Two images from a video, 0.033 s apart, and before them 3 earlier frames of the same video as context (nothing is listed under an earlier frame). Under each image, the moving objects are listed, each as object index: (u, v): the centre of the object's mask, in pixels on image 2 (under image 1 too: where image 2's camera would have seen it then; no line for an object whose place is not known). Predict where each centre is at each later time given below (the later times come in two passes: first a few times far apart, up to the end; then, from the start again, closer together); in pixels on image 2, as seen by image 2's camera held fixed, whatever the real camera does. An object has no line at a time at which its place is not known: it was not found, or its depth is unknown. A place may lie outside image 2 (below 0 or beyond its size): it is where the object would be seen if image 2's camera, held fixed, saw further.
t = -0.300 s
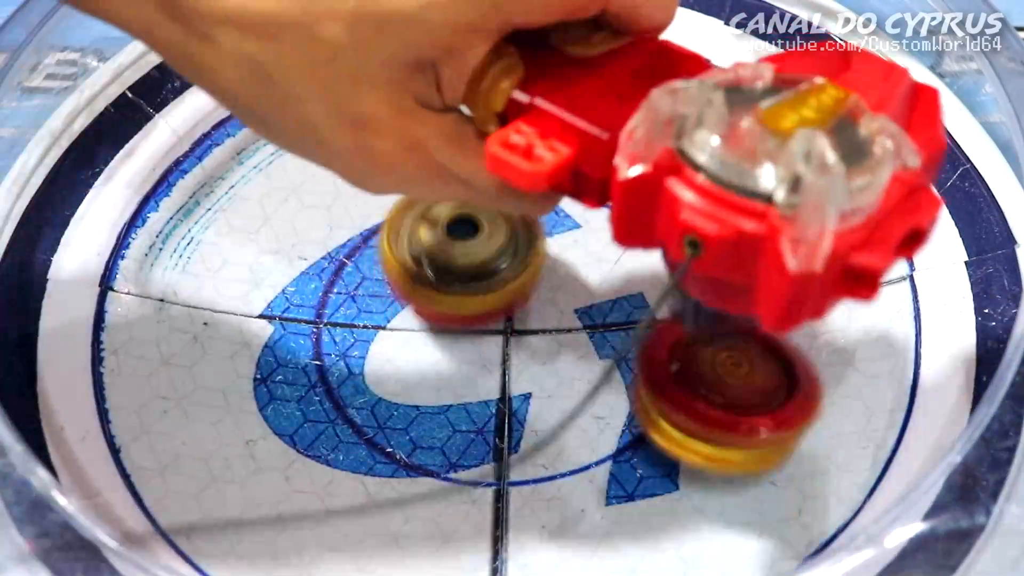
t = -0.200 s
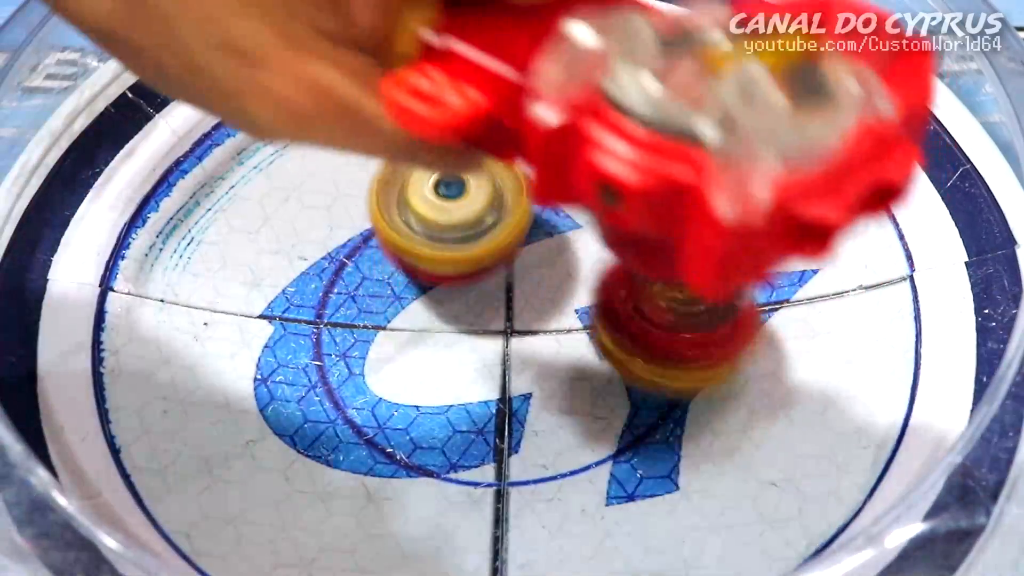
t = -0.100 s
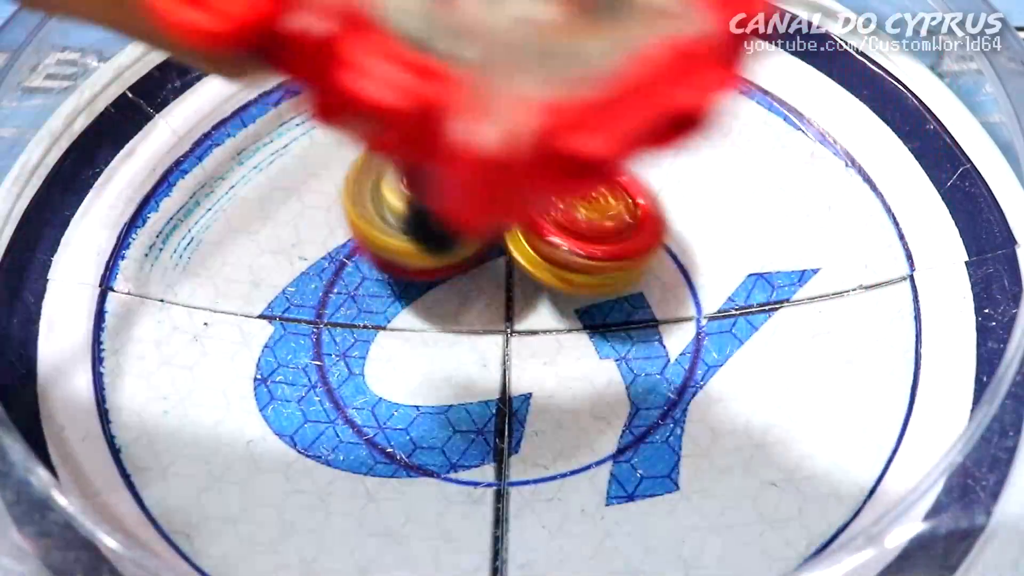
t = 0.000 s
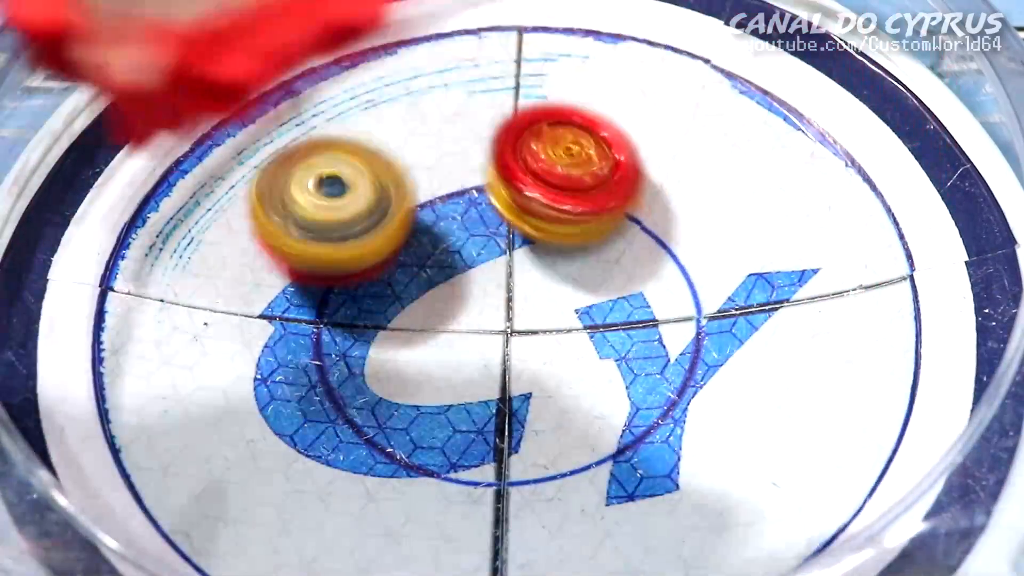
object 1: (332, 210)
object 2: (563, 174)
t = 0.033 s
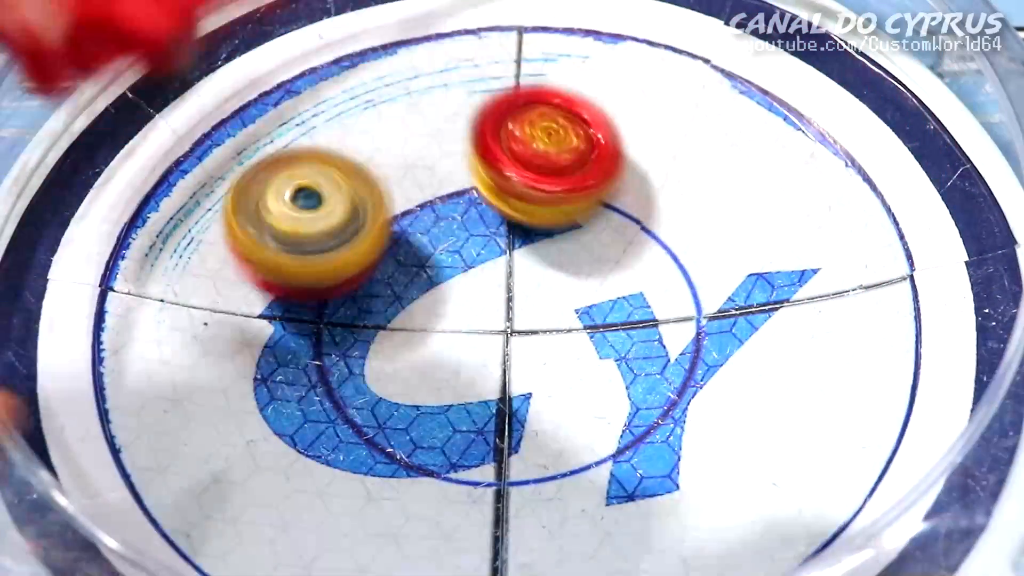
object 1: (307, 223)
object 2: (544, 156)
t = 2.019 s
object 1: (444, 243)
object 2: (483, 427)
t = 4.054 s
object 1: (376, 413)
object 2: (586, 251)
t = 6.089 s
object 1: (450, 392)
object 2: (458, 211)
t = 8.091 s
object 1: (554, 216)
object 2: (358, 414)
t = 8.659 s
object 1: (601, 308)
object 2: (427, 239)
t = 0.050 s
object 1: (297, 230)
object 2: (532, 144)
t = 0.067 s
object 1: (288, 240)
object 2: (520, 134)
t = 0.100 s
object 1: (277, 259)
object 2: (491, 116)
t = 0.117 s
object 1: (274, 270)
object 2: (476, 107)
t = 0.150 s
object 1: (279, 292)
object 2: (446, 92)
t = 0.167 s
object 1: (285, 302)
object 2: (430, 84)
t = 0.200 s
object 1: (304, 321)
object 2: (401, 71)
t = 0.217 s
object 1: (316, 330)
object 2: (386, 64)
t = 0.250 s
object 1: (346, 343)
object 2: (358, 57)
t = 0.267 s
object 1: (363, 346)
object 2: (344, 56)
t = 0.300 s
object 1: (396, 349)
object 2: (319, 58)
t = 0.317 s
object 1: (411, 349)
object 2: (307, 61)
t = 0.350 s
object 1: (445, 346)
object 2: (286, 73)
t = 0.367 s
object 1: (464, 341)
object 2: (279, 81)
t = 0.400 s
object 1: (495, 331)
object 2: (273, 99)
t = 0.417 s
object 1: (507, 325)
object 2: (274, 108)
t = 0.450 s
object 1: (532, 309)
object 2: (281, 128)
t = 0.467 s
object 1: (545, 300)
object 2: (286, 137)
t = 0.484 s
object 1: (553, 291)
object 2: (292, 144)
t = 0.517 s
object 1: (570, 271)
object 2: (306, 159)
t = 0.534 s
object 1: (577, 260)
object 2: (314, 166)
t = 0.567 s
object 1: (589, 240)
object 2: (332, 180)
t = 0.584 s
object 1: (592, 230)
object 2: (341, 186)
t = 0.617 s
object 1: (596, 209)
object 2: (359, 197)
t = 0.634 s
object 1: (597, 198)
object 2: (368, 203)
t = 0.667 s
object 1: (594, 179)
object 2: (385, 213)
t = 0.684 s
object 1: (591, 170)
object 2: (393, 216)
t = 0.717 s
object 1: (582, 155)
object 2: (406, 219)
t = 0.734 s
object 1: (575, 149)
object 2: (412, 220)
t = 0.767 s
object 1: (557, 140)
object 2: (421, 221)
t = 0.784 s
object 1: (556, 136)
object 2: (412, 224)
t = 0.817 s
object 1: (561, 128)
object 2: (389, 240)
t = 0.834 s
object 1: (562, 126)
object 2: (383, 247)
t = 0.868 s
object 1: (563, 125)
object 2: (382, 262)
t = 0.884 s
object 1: (564, 125)
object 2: (385, 271)
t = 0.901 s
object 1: (563, 126)
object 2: (388, 280)
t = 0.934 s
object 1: (563, 131)
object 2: (399, 295)
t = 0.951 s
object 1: (563, 135)
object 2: (403, 302)
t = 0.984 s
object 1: (564, 146)
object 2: (415, 319)
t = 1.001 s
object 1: (565, 152)
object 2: (421, 325)
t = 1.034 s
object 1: (569, 167)
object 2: (437, 338)
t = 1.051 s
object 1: (572, 173)
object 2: (444, 344)
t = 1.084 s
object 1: (580, 187)
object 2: (460, 355)
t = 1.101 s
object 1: (585, 195)
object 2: (468, 359)
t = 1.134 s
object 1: (592, 207)
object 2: (484, 368)
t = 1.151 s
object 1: (596, 215)
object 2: (492, 372)
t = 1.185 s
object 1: (606, 230)
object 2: (508, 377)
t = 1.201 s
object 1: (612, 237)
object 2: (516, 379)
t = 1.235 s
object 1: (624, 250)
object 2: (531, 383)
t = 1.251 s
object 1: (630, 255)
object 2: (538, 385)
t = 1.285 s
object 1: (646, 262)
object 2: (543, 395)
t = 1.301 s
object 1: (654, 265)
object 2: (546, 398)
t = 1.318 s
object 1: (662, 269)
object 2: (550, 400)
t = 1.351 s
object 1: (680, 273)
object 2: (559, 399)
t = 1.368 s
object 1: (688, 274)
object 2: (563, 399)
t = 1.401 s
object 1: (699, 273)
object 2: (571, 397)
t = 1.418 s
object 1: (702, 272)
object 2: (575, 396)
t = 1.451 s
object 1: (705, 270)
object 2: (582, 393)
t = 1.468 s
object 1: (706, 270)
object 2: (585, 392)
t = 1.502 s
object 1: (706, 267)
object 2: (585, 391)
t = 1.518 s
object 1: (707, 261)
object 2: (580, 394)
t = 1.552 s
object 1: (705, 251)
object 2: (574, 397)
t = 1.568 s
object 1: (702, 247)
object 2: (572, 398)
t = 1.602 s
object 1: (692, 241)
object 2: (569, 397)
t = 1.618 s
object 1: (685, 238)
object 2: (568, 397)
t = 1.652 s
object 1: (666, 235)
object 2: (565, 397)
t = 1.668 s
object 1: (654, 235)
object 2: (563, 396)
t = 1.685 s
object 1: (643, 237)
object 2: (562, 395)
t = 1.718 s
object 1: (620, 242)
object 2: (559, 393)
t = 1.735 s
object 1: (609, 245)
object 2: (556, 393)
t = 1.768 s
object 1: (589, 248)
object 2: (546, 401)
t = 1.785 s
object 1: (577, 249)
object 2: (540, 405)
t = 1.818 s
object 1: (554, 253)
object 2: (530, 411)
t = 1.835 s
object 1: (543, 255)
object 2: (525, 412)
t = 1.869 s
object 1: (522, 261)
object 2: (519, 414)
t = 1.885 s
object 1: (514, 263)
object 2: (516, 416)
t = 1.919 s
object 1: (499, 256)
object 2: (510, 426)
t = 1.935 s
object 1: (492, 253)
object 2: (507, 428)
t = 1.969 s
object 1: (473, 247)
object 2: (496, 429)
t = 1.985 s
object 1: (463, 244)
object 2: (492, 429)
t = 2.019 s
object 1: (444, 243)
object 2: (483, 427)
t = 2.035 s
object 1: (435, 244)
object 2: (479, 426)
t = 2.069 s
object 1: (418, 246)
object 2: (471, 422)
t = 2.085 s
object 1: (411, 249)
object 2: (466, 420)
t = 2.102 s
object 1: (404, 252)
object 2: (462, 417)
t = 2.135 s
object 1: (393, 260)
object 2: (454, 412)
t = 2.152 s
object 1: (388, 264)
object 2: (450, 408)
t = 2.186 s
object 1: (381, 262)
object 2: (445, 417)
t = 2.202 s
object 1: (376, 255)
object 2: (441, 423)
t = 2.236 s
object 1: (368, 241)
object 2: (431, 426)
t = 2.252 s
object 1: (365, 236)
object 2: (427, 426)
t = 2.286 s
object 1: (358, 224)
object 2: (421, 424)
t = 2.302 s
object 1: (356, 218)
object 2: (418, 423)
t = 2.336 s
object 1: (351, 211)
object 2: (412, 420)
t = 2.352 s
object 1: (350, 207)
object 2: (408, 417)
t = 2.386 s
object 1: (348, 201)
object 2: (402, 412)
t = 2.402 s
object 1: (350, 199)
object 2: (400, 410)
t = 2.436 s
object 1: (354, 194)
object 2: (394, 404)
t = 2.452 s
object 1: (356, 193)
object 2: (392, 401)
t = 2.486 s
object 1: (363, 191)
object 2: (389, 394)
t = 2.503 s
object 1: (366, 190)
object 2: (387, 390)
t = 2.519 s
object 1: (373, 191)
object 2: (387, 387)
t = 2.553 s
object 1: (383, 191)
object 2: (385, 379)
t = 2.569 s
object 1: (390, 192)
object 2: (384, 374)
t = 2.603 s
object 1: (403, 193)
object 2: (383, 365)
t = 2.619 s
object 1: (413, 194)
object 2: (383, 360)
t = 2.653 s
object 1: (428, 194)
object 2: (383, 351)
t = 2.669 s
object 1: (438, 195)
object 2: (383, 346)
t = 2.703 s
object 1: (452, 195)
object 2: (385, 336)
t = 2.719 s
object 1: (462, 196)
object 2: (386, 330)
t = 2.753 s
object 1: (485, 190)
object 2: (378, 329)
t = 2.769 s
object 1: (494, 187)
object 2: (377, 326)
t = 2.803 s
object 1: (511, 181)
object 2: (377, 321)
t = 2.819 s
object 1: (518, 179)
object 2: (378, 318)
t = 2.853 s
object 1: (538, 177)
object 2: (380, 312)
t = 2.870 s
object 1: (547, 175)
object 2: (381, 308)
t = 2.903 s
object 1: (567, 173)
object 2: (384, 302)
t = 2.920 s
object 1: (577, 172)
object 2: (385, 298)
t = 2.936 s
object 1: (586, 172)
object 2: (387, 295)
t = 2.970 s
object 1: (605, 171)
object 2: (391, 289)
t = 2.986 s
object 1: (614, 171)
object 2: (392, 285)
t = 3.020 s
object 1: (632, 171)
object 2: (399, 278)
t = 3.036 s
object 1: (640, 171)
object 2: (403, 276)
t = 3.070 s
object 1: (655, 172)
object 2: (409, 269)
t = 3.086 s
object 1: (661, 173)
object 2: (412, 266)
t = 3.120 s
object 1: (673, 177)
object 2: (418, 260)
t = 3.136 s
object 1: (678, 180)
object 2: (421, 256)
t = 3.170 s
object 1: (687, 185)
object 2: (427, 249)
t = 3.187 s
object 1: (690, 189)
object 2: (429, 246)
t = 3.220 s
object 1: (696, 196)
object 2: (435, 238)
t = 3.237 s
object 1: (696, 202)
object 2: (438, 235)
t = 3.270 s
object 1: (699, 212)
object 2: (444, 228)
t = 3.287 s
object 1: (698, 220)
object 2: (447, 225)
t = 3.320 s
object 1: (700, 232)
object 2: (453, 219)
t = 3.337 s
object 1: (697, 239)
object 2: (456, 217)
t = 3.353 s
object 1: (697, 246)
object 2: (459, 214)
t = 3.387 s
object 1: (693, 257)
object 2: (465, 210)
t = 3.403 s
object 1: (691, 264)
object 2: (468, 208)
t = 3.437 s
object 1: (685, 276)
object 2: (474, 205)
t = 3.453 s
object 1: (680, 283)
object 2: (477, 203)
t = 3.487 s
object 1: (669, 295)
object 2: (484, 201)
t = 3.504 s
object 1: (662, 303)
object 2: (487, 200)
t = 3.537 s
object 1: (650, 315)
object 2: (494, 198)
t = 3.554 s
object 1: (641, 323)
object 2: (497, 198)
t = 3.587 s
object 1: (628, 334)
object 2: (503, 197)
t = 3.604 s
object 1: (620, 341)
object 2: (505, 196)
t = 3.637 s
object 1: (605, 352)
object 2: (513, 197)
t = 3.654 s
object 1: (596, 359)
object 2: (516, 198)
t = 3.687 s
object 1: (581, 369)
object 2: (524, 200)
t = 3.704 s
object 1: (570, 374)
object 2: (527, 201)
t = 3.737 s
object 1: (555, 384)
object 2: (535, 204)
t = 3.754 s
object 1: (544, 389)
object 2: (538, 206)
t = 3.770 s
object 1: (535, 394)
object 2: (540, 207)
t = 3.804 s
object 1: (515, 400)
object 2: (547, 211)
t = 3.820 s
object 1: (505, 405)
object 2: (550, 212)
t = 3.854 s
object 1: (486, 407)
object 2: (556, 217)
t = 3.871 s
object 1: (475, 411)
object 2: (559, 219)
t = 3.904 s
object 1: (457, 413)
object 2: (565, 225)
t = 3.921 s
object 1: (447, 415)
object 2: (568, 227)
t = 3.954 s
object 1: (428, 415)
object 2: (572, 232)
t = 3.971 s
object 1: (419, 417)
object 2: (575, 235)
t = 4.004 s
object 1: (402, 415)
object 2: (579, 241)
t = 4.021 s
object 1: (393, 416)
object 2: (582, 245)
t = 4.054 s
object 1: (376, 413)
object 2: (586, 251)
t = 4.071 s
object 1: (371, 413)
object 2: (588, 253)
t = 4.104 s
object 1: (359, 410)
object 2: (589, 261)
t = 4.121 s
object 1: (356, 409)
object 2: (590, 264)
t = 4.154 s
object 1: (350, 403)
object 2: (592, 271)
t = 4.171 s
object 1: (348, 399)
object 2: (594, 276)
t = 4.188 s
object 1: (346, 394)
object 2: (595, 279)
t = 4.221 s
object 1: (346, 386)
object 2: (595, 286)
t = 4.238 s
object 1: (345, 381)
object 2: (598, 288)
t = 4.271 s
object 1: (348, 371)
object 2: (597, 294)
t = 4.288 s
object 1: (348, 365)
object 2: (596, 297)
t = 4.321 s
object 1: (354, 350)
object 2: (594, 304)
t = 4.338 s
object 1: (354, 345)
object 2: (594, 307)
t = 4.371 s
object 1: (362, 330)
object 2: (592, 314)
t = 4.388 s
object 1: (364, 324)
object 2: (591, 318)
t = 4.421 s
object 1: (372, 310)
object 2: (588, 324)
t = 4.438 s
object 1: (376, 304)
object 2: (586, 328)
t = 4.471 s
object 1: (385, 289)
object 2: (583, 334)
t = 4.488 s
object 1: (389, 284)
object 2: (581, 337)
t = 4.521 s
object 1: (398, 270)
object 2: (577, 343)
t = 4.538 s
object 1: (405, 265)
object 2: (574, 346)
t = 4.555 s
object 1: (410, 257)
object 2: (572, 349)
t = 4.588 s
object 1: (419, 247)
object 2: (567, 354)
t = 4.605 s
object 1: (424, 240)
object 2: (565, 356)
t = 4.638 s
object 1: (436, 228)
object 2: (560, 360)
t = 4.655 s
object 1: (440, 223)
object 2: (557, 362)
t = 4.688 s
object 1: (451, 211)
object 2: (551, 366)
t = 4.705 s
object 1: (456, 206)
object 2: (549, 367)
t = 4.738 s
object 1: (468, 196)
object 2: (542, 369)
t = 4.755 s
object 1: (474, 192)
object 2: (540, 370)
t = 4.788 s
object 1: (486, 183)
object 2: (533, 372)
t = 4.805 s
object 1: (492, 179)
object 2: (529, 373)
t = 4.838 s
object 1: (503, 173)
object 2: (522, 374)
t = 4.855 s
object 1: (508, 170)
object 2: (519, 374)
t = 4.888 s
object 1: (519, 169)
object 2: (511, 374)
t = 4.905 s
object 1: (525, 168)
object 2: (508, 373)
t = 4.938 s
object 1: (535, 167)
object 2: (500, 372)
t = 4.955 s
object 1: (543, 167)
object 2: (496, 371)
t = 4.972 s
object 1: (550, 168)
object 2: (493, 370)
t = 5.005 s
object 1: (563, 168)
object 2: (485, 368)
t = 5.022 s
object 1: (570, 169)
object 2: (482, 366)
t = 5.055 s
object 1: (581, 171)
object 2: (474, 363)
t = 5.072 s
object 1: (587, 173)
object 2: (471, 361)
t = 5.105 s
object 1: (596, 176)
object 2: (464, 357)
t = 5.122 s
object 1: (601, 179)
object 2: (461, 355)
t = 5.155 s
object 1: (609, 185)
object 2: (454, 351)
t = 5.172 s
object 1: (614, 188)
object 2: (452, 349)
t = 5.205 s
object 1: (623, 195)
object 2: (446, 343)
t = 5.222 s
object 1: (625, 196)
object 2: (443, 340)
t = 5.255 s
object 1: (628, 203)
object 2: (439, 334)
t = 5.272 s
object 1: (628, 209)
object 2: (436, 331)
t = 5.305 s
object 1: (629, 220)
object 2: (432, 325)
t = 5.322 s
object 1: (630, 225)
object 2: (431, 322)
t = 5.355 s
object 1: (630, 235)
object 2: (427, 314)
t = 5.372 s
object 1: (628, 240)
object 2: (427, 310)
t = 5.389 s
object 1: (627, 247)
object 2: (425, 307)
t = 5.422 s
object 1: (624, 257)
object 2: (422, 300)
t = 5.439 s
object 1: (623, 263)
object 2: (420, 297)
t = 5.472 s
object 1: (617, 276)
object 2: (419, 291)
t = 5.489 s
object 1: (615, 280)
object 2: (418, 289)
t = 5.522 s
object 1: (609, 293)
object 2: (416, 283)
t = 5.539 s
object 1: (602, 299)
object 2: (417, 280)
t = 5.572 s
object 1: (594, 311)
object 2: (417, 274)
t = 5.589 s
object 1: (589, 318)
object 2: (418, 271)
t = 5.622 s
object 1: (581, 329)
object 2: (418, 264)
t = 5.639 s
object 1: (577, 336)
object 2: (418, 261)
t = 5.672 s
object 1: (569, 347)
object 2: (418, 254)
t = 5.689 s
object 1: (565, 352)
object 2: (419, 251)
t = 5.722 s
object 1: (554, 363)
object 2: (420, 244)
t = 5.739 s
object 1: (548, 369)
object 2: (420, 241)
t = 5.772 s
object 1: (538, 378)
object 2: (421, 236)
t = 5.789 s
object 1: (532, 383)
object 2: (422, 234)
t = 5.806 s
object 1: (527, 386)
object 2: (423, 231)
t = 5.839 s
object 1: (517, 394)
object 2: (426, 227)
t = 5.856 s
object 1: (509, 398)
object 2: (427, 225)
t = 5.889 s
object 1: (499, 401)
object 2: (431, 221)
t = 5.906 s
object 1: (494, 404)
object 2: (432, 220)
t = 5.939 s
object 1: (485, 406)
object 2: (436, 217)
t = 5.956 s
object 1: (481, 404)
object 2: (438, 216)
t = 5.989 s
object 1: (474, 404)
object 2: (443, 214)
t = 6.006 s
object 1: (469, 403)
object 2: (444, 213)
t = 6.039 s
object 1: (461, 399)
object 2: (450, 212)
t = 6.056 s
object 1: (459, 399)
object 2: (452, 212)
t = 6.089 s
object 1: (450, 392)
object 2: (458, 211)
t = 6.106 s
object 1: (448, 388)
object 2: (461, 212)
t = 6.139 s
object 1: (443, 382)
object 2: (467, 213)
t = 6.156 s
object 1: (438, 377)
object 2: (470, 213)
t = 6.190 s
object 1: (434, 366)
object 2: (476, 214)
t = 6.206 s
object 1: (433, 363)
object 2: (480, 215)
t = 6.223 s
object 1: (431, 355)
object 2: (484, 214)
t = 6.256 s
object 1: (409, 361)
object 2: (503, 201)
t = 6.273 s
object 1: (402, 365)
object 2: (514, 191)
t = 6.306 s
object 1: (392, 367)
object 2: (533, 176)
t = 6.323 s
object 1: (386, 367)
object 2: (540, 172)
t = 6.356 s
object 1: (371, 368)
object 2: (550, 167)
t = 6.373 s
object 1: (366, 370)
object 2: (554, 165)
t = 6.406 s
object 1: (357, 369)
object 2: (561, 163)
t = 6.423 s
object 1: (351, 369)
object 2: (566, 163)
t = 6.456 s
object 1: (347, 367)
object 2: (572, 162)
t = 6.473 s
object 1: (348, 365)
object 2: (576, 162)
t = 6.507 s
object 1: (347, 361)
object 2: (583, 164)
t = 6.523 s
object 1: (345, 359)
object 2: (586, 164)
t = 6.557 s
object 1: (349, 351)
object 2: (591, 167)
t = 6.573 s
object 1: (353, 347)
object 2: (593, 168)
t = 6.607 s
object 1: (357, 340)
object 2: (597, 172)
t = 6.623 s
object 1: (360, 337)
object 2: (598, 174)
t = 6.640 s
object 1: (365, 332)
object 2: (601, 176)
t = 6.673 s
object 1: (377, 323)
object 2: (603, 181)
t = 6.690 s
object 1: (383, 320)
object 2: (606, 184)
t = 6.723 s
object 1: (390, 315)
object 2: (610, 190)
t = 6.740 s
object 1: (393, 310)
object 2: (611, 193)
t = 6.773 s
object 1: (408, 303)
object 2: (614, 200)
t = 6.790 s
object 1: (417, 300)
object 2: (614, 205)
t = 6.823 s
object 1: (429, 295)
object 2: (615, 212)
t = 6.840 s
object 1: (433, 294)
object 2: (615, 217)
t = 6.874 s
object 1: (442, 290)
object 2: (615, 228)
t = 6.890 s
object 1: (449, 286)
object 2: (616, 233)
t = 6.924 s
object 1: (431, 284)
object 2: (641, 236)
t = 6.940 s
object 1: (424, 286)
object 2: (653, 238)
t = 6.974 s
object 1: (414, 289)
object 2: (667, 245)
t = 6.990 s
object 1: (406, 292)
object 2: (669, 249)
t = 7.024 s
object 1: (396, 297)
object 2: (671, 257)
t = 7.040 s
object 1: (394, 298)
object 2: (673, 261)
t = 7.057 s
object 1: (391, 302)
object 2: (673, 265)
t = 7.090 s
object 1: (389, 306)
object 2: (673, 275)
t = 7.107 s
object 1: (386, 309)
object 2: (672, 279)
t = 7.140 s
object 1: (388, 313)
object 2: (669, 288)
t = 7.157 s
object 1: (391, 314)
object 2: (667, 293)
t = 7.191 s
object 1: (395, 316)
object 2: (663, 301)
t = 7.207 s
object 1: (400, 318)
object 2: (661, 305)
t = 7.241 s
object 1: (410, 318)
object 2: (654, 314)
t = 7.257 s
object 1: (413, 319)
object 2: (650, 318)
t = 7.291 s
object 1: (425, 318)
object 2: (640, 326)
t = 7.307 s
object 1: (430, 314)
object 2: (634, 330)
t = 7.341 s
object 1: (440, 310)
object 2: (626, 339)
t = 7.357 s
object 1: (441, 304)
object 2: (630, 345)
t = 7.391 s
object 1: (440, 293)
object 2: (630, 356)
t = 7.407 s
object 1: (442, 290)
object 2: (627, 360)
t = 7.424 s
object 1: (440, 289)
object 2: (623, 365)
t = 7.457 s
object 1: (442, 286)
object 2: (617, 371)
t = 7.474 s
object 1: (441, 283)
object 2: (613, 374)
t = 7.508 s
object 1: (445, 276)
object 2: (604, 380)
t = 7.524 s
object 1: (450, 270)
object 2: (599, 383)
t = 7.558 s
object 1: (456, 266)
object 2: (588, 387)
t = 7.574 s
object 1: (458, 265)
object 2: (583, 390)
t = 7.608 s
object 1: (460, 260)
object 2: (571, 393)
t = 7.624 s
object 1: (465, 257)
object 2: (565, 394)
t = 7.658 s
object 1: (476, 252)
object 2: (552, 396)
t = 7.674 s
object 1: (481, 252)
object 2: (546, 396)
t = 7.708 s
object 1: (487, 247)
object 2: (532, 396)
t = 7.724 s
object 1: (488, 247)
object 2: (525, 395)
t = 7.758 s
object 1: (497, 243)
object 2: (511, 394)
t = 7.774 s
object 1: (501, 243)
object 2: (505, 394)
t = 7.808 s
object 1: (508, 241)
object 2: (490, 392)
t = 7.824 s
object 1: (508, 240)
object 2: (482, 392)
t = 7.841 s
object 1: (515, 230)
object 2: (466, 405)
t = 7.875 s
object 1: (534, 213)
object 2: (439, 421)
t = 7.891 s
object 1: (545, 209)
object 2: (430, 424)
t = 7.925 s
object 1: (556, 212)
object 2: (413, 427)
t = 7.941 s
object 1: (558, 213)
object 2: (405, 428)
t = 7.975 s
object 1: (560, 214)
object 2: (392, 427)
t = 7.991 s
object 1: (559, 214)
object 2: (387, 426)
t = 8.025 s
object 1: (558, 213)
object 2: (377, 423)
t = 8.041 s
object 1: (558, 213)
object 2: (371, 421)
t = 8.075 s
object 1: (555, 216)
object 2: (362, 417)
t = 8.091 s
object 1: (554, 216)
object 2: (358, 414)
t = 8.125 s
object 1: (554, 218)
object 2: (350, 408)
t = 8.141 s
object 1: (552, 218)
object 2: (346, 405)
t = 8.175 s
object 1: (555, 219)
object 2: (341, 397)
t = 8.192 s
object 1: (556, 224)
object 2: (340, 393)
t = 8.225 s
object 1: (549, 229)
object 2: (337, 384)
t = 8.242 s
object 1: (548, 232)
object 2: (337, 379)
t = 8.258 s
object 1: (546, 236)
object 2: (336, 375)
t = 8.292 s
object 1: (537, 246)
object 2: (337, 364)
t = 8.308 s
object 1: (536, 250)
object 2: (339, 359)
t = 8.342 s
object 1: (535, 261)
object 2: (343, 347)
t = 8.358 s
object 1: (533, 269)
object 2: (345, 342)
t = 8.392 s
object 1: (530, 280)
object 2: (351, 330)
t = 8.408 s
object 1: (531, 286)
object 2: (354, 324)
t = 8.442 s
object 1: (534, 299)
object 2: (361, 313)
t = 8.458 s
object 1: (539, 305)
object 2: (365, 307)
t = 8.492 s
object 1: (550, 315)
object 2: (373, 294)
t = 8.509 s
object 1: (557, 319)
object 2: (377, 288)
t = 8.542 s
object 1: (574, 321)
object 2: (386, 275)
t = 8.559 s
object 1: (580, 319)
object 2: (392, 269)
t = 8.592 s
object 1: (590, 315)
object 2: (403, 259)
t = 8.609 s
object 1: (594, 313)
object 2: (410, 254)
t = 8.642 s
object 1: (599, 310)
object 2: (421, 244)
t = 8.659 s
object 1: (601, 308)
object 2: (427, 239)
